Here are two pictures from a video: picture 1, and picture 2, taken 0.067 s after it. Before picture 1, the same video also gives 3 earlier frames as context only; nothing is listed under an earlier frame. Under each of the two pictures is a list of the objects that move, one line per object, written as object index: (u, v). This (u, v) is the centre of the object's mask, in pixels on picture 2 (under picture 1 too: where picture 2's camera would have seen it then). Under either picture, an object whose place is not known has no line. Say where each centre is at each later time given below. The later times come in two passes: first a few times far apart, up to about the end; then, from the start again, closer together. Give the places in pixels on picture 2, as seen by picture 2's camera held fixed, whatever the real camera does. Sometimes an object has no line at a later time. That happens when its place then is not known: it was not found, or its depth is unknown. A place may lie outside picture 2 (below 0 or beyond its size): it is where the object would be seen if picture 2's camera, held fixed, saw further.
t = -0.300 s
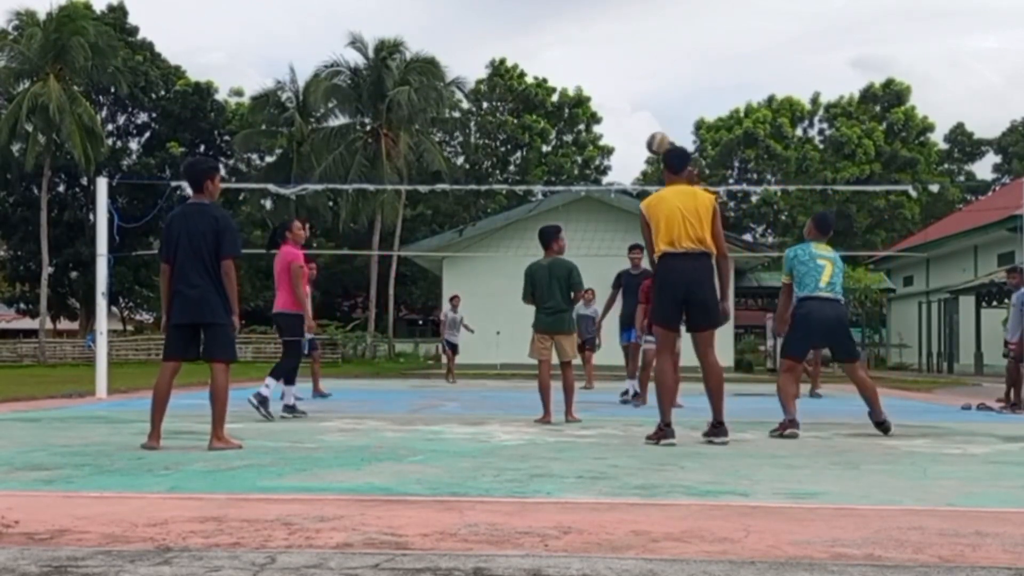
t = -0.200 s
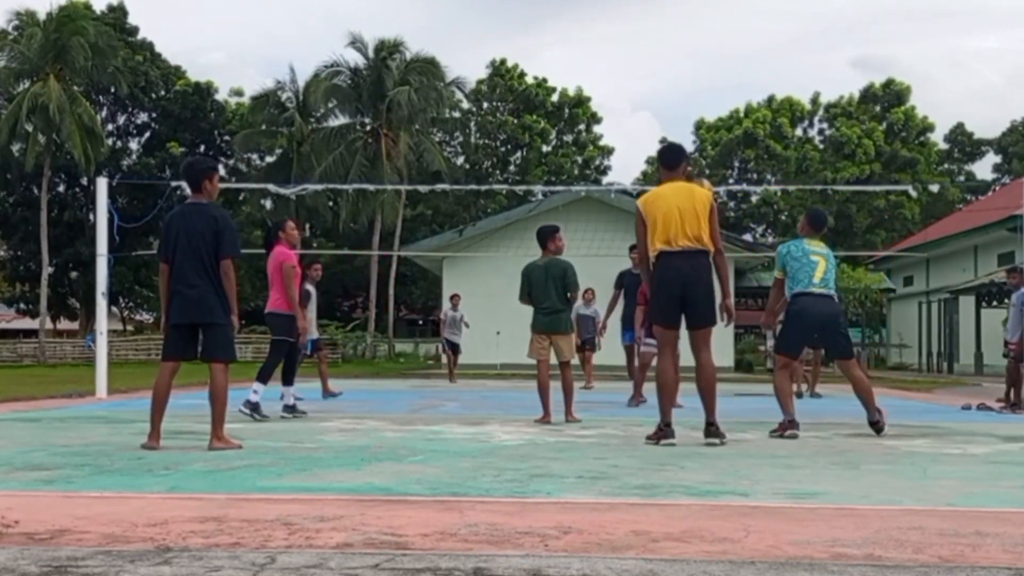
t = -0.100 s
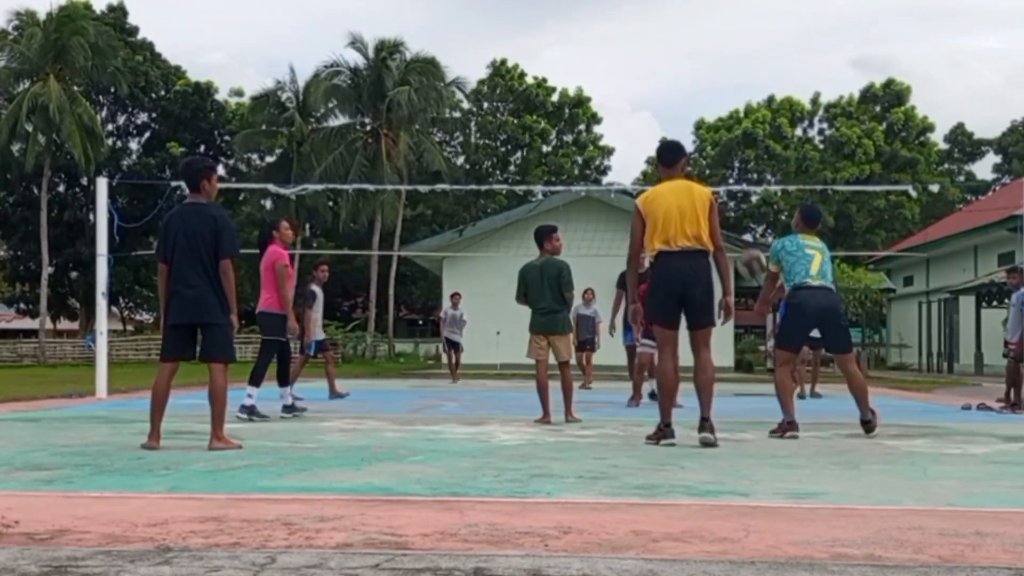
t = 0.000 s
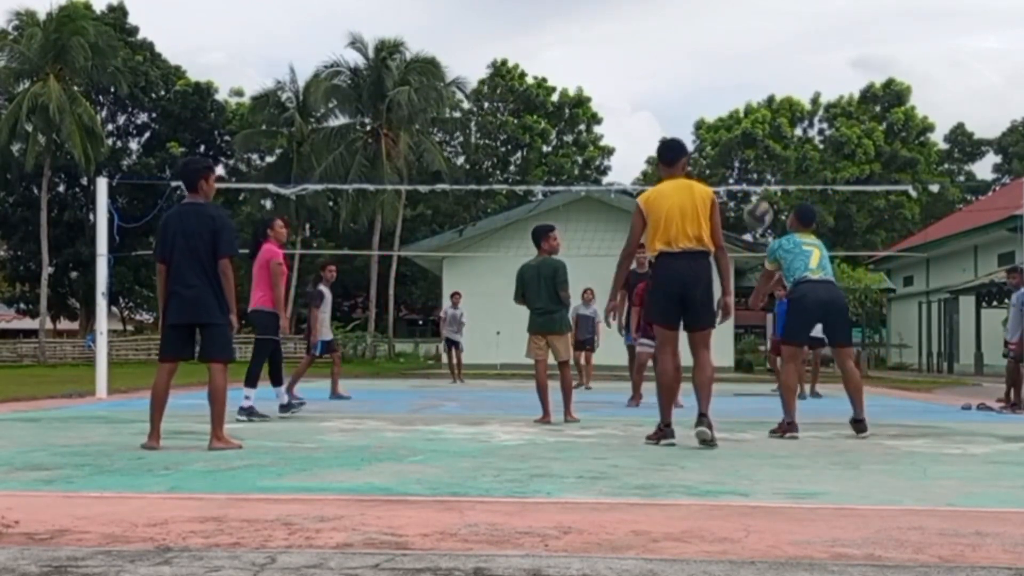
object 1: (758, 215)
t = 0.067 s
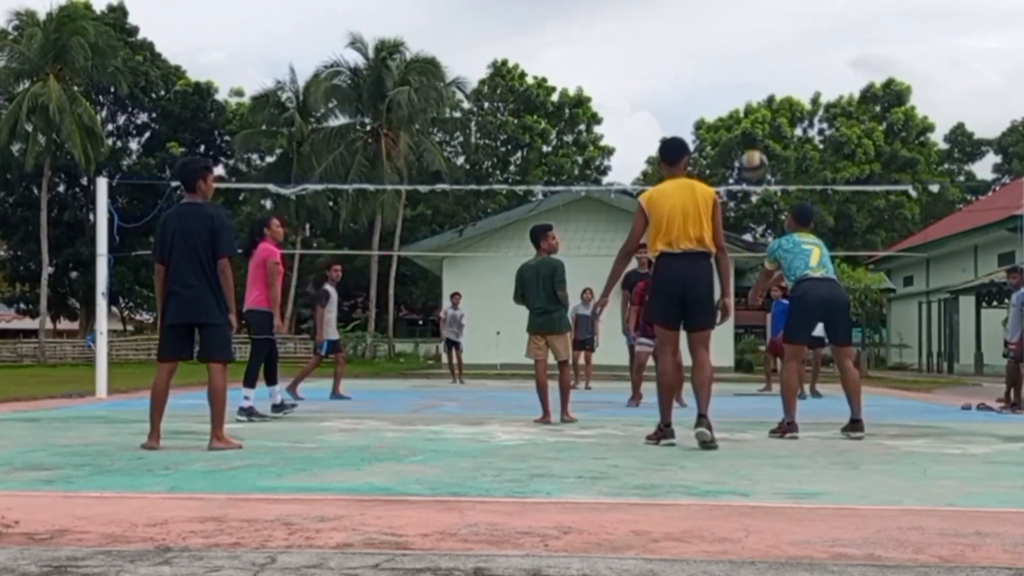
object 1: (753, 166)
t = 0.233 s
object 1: (743, 72)
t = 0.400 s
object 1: (734, 19)
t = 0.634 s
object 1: (723, 8)
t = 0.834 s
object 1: (715, 39)
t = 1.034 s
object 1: (706, 112)
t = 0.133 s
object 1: (750, 121)
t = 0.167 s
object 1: (746, 104)
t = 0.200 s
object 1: (745, 87)
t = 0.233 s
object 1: (743, 72)
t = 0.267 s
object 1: (741, 59)
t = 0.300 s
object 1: (739, 46)
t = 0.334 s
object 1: (738, 36)
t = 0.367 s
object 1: (736, 27)
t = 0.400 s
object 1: (734, 19)
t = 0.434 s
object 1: (732, 13)
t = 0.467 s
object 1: (731, 10)
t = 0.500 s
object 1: (729, 8)
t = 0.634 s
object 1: (723, 8)
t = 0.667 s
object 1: (722, 9)
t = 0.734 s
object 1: (719, 17)
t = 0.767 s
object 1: (717, 23)
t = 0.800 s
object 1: (716, 31)
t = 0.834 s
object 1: (715, 39)
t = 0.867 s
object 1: (713, 49)
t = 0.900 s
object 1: (712, 59)
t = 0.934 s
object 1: (711, 71)
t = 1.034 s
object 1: (706, 112)
